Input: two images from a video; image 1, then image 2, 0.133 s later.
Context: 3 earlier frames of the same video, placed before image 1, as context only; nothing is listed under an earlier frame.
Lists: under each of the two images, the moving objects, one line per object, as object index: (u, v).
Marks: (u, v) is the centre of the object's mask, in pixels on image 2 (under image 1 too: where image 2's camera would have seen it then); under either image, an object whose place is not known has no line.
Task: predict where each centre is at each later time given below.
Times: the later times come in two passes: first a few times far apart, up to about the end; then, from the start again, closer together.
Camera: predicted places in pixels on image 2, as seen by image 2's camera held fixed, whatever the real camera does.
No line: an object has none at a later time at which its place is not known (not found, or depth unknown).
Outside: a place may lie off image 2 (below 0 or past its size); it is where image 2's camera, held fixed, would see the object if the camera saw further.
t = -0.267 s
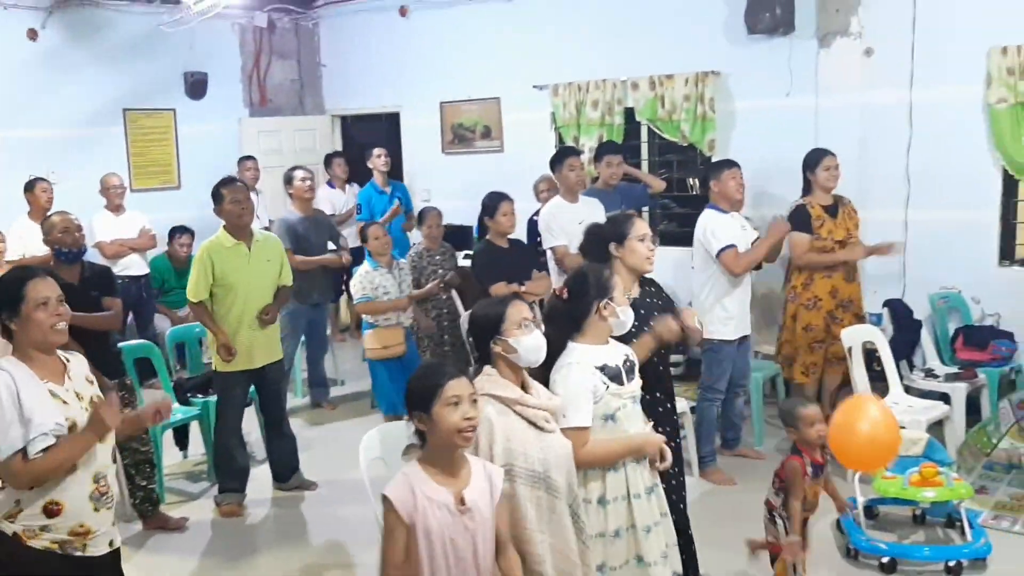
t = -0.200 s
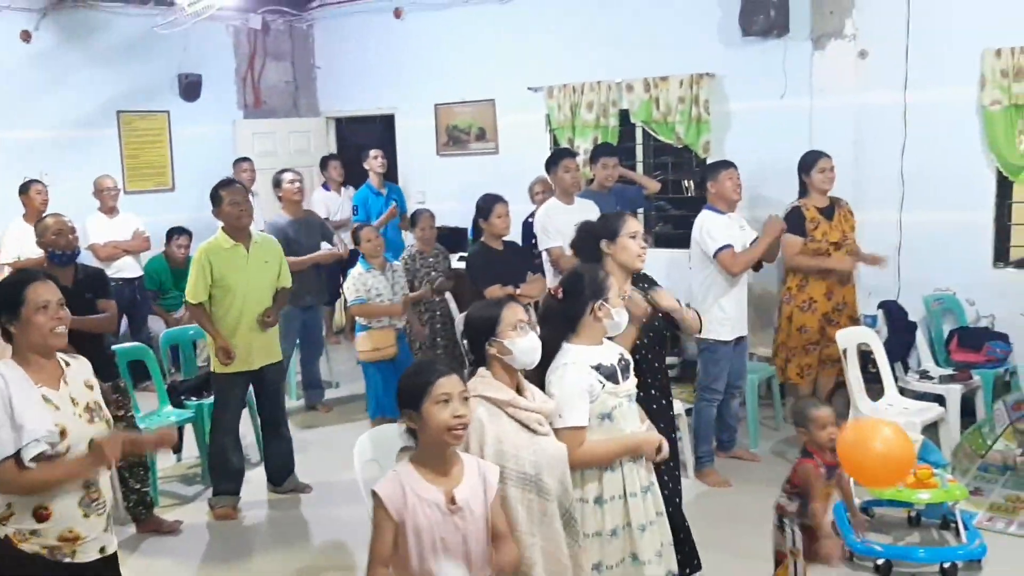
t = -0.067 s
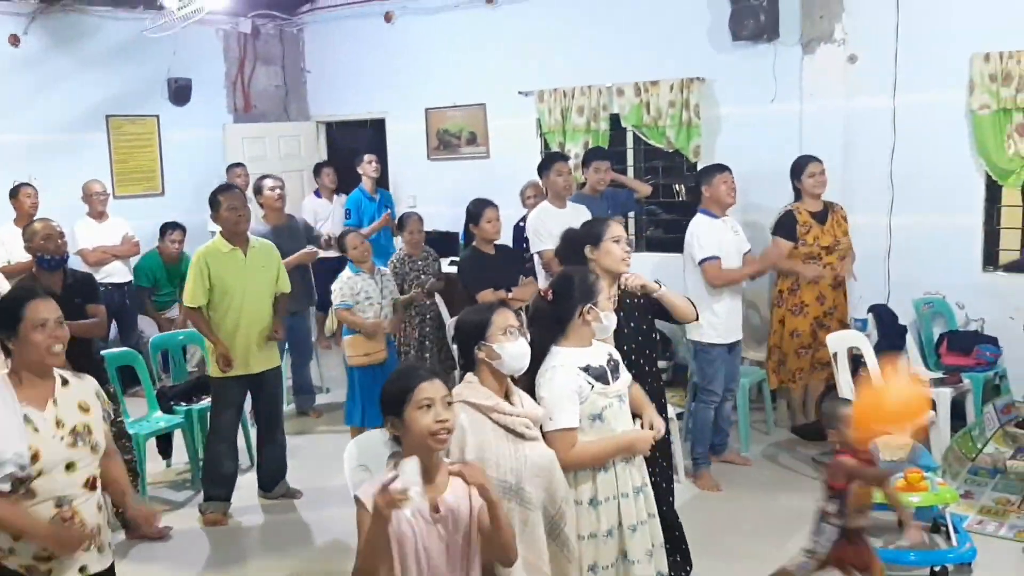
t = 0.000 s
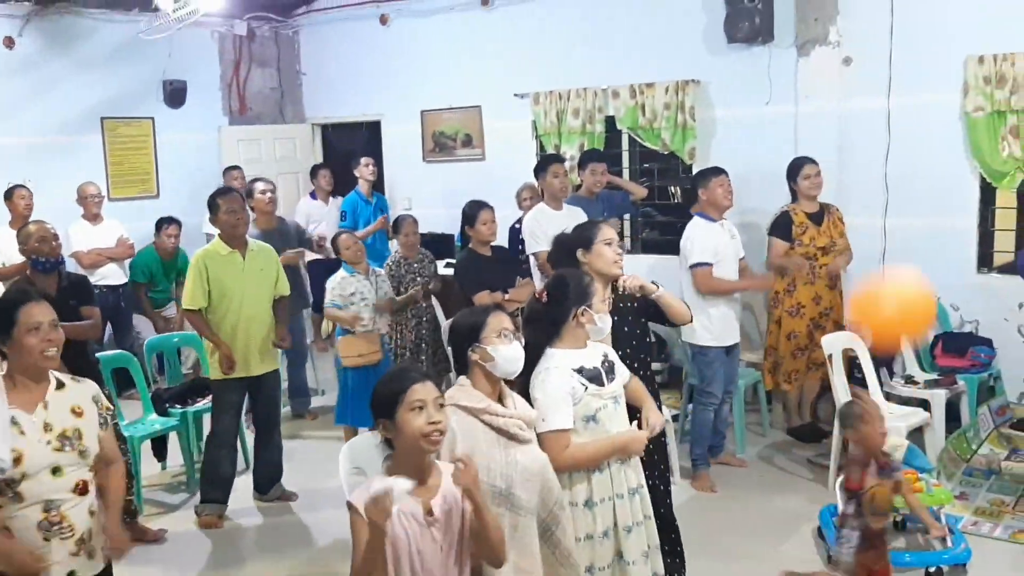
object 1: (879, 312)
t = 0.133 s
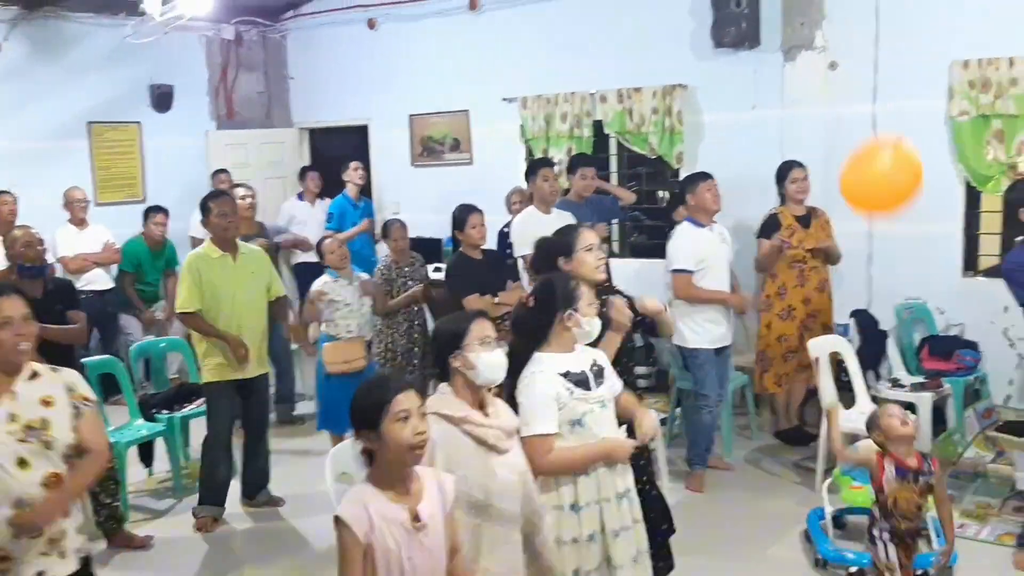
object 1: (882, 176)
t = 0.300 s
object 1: (898, 73)
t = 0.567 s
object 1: (923, 41)
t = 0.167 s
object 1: (883, 150)
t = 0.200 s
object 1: (887, 125)
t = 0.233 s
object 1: (890, 106)
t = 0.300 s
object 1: (898, 73)
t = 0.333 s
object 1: (903, 62)
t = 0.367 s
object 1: (908, 53)
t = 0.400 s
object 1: (913, 46)
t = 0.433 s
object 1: (917, 43)
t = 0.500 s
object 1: (922, 40)
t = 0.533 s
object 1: (923, 40)
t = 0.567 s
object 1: (923, 41)
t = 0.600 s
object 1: (921, 41)
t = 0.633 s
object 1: (920, 42)
